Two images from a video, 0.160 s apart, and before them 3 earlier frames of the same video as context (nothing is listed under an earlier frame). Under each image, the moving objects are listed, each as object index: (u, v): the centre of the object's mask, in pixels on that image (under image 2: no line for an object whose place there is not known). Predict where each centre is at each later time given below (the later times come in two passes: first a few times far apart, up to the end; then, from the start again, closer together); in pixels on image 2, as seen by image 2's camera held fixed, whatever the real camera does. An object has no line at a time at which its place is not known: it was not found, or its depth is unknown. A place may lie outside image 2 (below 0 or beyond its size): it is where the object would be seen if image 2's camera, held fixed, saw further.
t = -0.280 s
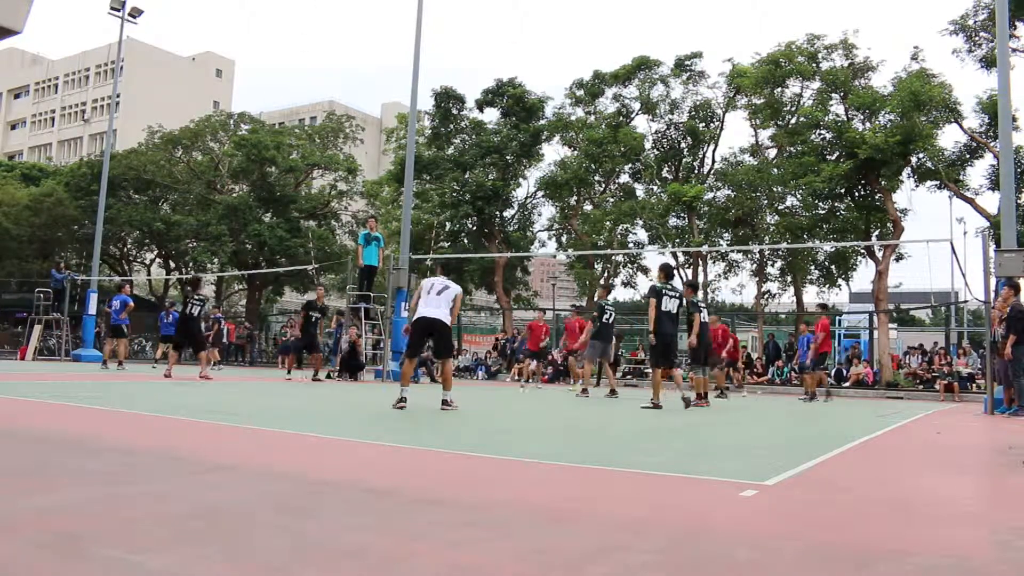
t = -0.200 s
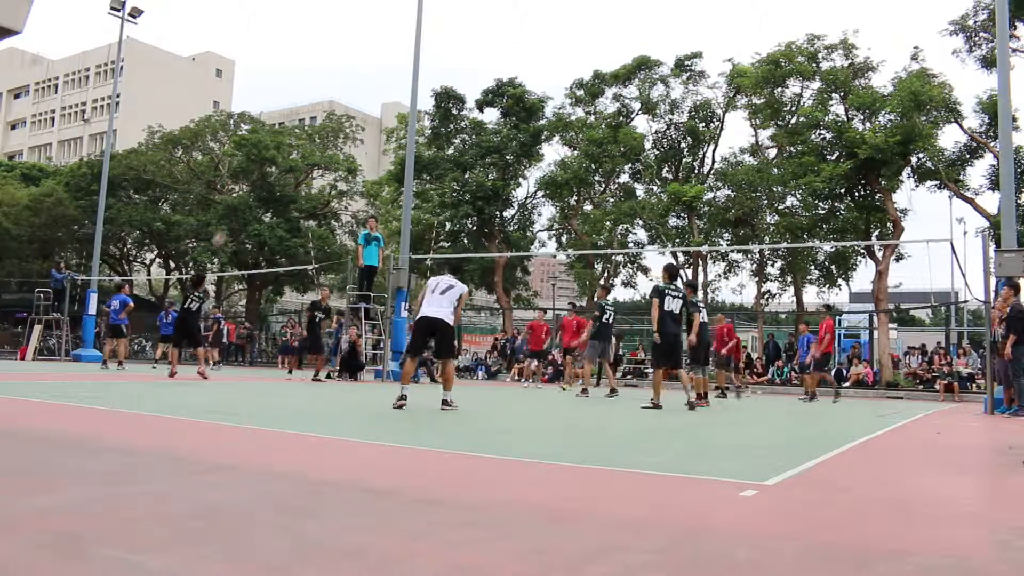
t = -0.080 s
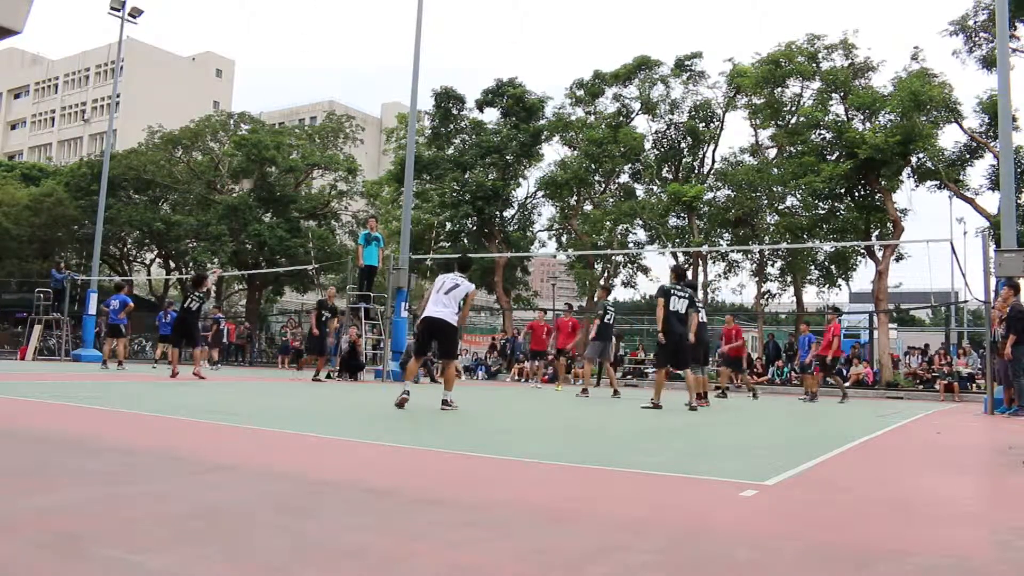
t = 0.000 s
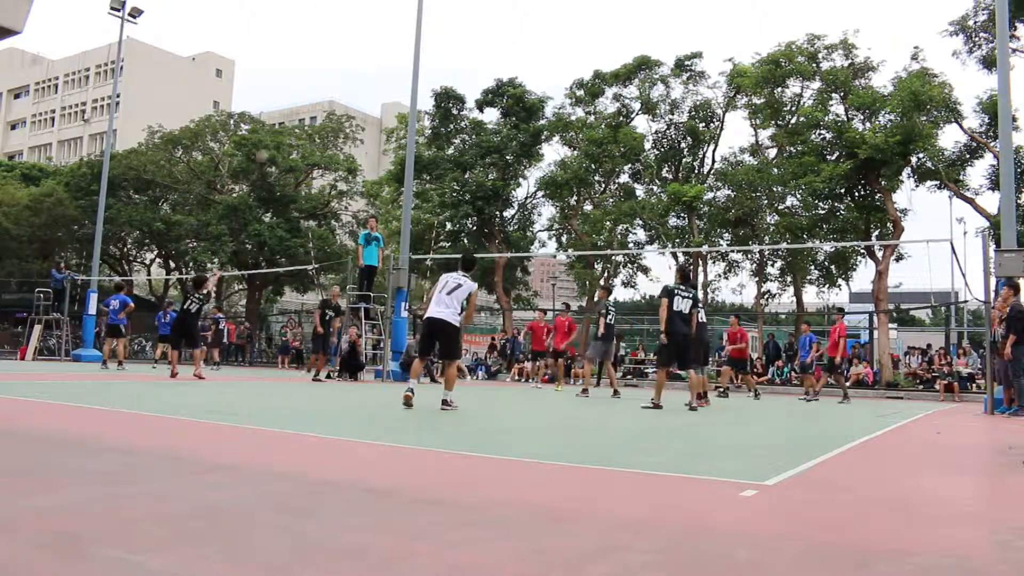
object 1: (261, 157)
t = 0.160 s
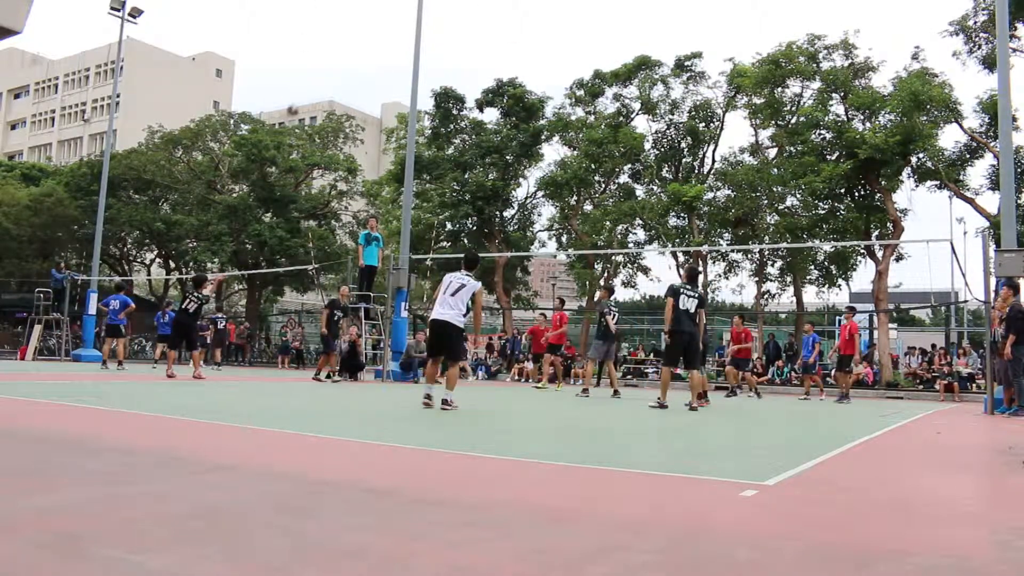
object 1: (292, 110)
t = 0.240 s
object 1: (306, 93)
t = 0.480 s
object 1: (343, 63)
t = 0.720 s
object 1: (376, 63)
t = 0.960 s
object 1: (404, 93)
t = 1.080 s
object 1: (413, 118)
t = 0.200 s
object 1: (299, 101)
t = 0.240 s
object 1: (306, 93)
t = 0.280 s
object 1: (312, 85)
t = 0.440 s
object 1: (337, 65)
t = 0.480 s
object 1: (343, 63)
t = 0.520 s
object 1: (349, 60)
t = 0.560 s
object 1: (355, 59)
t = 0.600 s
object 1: (360, 59)
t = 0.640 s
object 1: (365, 60)
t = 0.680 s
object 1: (371, 61)
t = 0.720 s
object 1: (376, 63)
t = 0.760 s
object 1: (381, 66)
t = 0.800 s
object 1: (385, 70)
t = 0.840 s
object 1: (390, 75)
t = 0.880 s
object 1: (395, 80)
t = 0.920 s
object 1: (400, 86)
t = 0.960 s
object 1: (404, 93)
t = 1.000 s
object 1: (407, 101)
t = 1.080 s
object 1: (413, 118)
